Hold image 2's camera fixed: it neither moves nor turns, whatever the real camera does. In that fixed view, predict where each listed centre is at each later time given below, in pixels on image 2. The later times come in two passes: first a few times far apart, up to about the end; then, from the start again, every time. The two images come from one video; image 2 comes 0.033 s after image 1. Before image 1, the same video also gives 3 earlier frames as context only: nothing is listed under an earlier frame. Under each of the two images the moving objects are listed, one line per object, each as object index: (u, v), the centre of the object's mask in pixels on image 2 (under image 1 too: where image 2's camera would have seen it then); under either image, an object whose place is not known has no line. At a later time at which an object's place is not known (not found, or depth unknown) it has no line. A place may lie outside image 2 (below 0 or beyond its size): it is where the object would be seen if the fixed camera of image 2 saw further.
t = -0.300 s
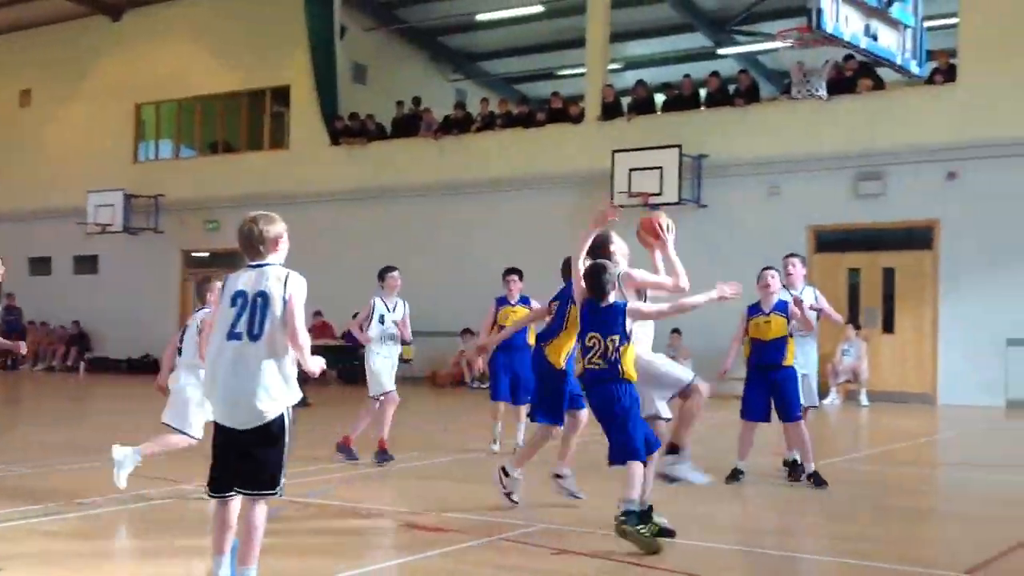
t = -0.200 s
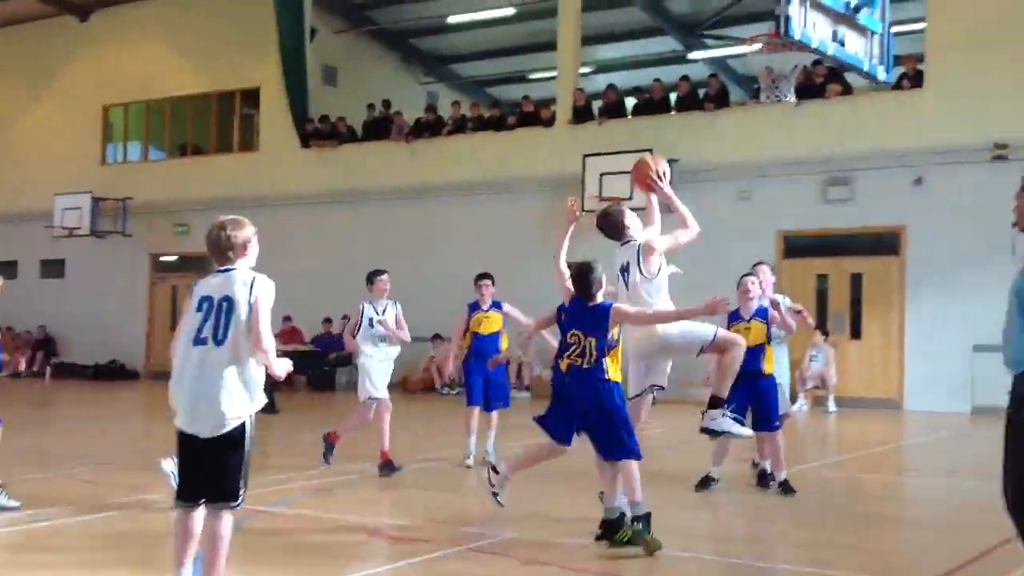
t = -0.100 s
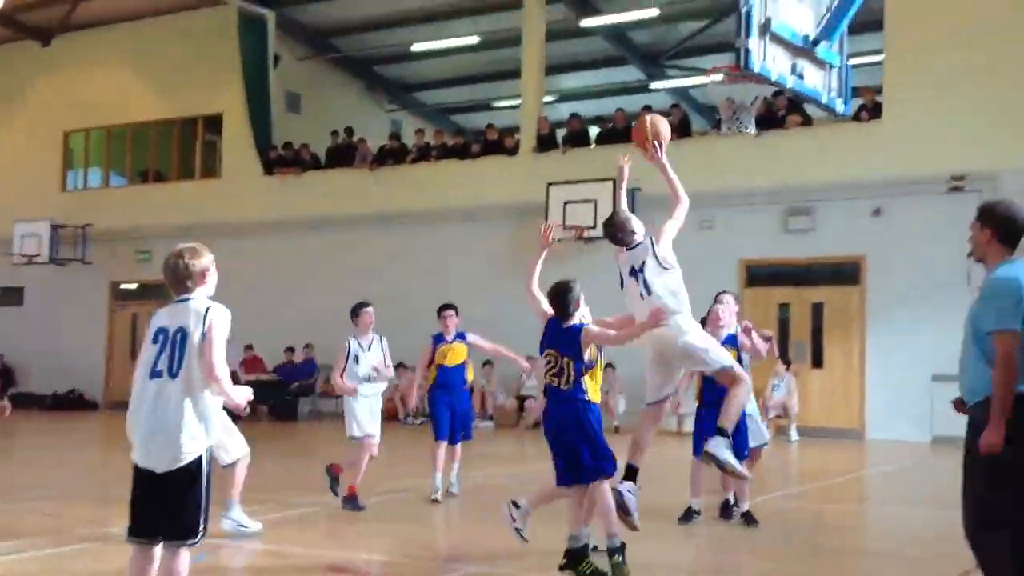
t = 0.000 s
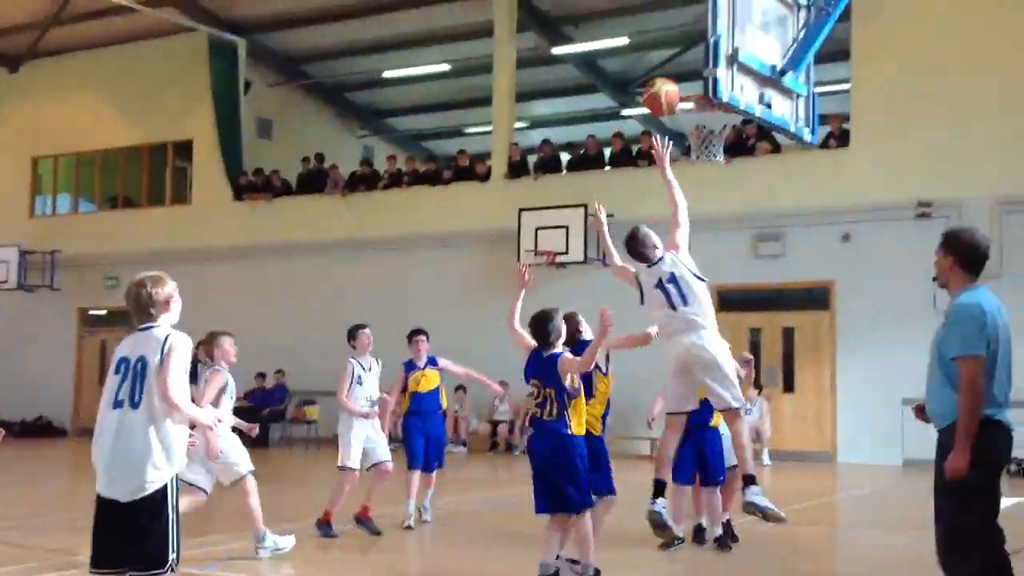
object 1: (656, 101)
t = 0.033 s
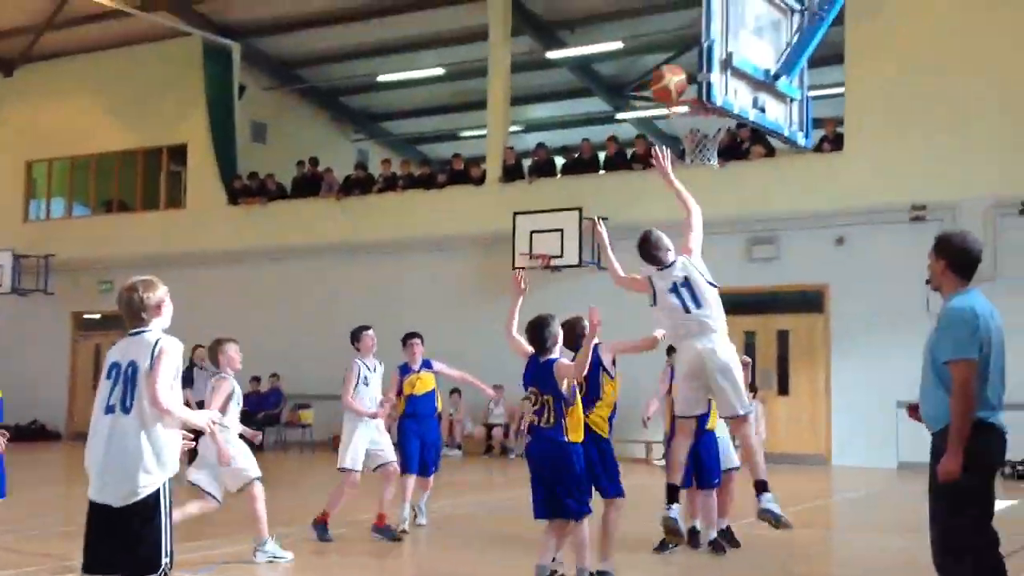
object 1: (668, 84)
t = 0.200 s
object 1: (688, 40)
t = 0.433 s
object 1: (677, 64)
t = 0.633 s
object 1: (677, 87)
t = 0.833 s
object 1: (695, 108)
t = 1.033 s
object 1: (720, 172)
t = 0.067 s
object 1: (681, 68)
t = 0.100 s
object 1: (689, 53)
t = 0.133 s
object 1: (689, 46)
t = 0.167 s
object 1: (689, 42)
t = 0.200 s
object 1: (688, 40)
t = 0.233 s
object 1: (687, 39)
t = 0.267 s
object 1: (685, 38)
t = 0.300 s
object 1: (684, 40)
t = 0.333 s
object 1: (683, 44)
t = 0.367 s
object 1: (681, 48)
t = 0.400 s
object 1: (678, 55)
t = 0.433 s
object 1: (677, 64)
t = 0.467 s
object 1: (674, 75)
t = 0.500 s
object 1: (671, 86)
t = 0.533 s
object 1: (672, 85)
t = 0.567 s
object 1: (673, 85)
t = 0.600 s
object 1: (675, 85)
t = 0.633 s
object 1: (677, 87)
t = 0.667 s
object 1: (679, 88)
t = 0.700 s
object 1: (680, 94)
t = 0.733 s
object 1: (682, 96)
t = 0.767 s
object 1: (685, 97)
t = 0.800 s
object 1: (689, 102)
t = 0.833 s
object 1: (695, 108)
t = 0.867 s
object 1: (701, 117)
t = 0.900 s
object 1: (705, 120)
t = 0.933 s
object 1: (712, 135)
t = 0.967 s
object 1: (710, 149)
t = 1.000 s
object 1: (718, 161)
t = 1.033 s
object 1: (720, 172)
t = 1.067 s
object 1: (723, 186)
